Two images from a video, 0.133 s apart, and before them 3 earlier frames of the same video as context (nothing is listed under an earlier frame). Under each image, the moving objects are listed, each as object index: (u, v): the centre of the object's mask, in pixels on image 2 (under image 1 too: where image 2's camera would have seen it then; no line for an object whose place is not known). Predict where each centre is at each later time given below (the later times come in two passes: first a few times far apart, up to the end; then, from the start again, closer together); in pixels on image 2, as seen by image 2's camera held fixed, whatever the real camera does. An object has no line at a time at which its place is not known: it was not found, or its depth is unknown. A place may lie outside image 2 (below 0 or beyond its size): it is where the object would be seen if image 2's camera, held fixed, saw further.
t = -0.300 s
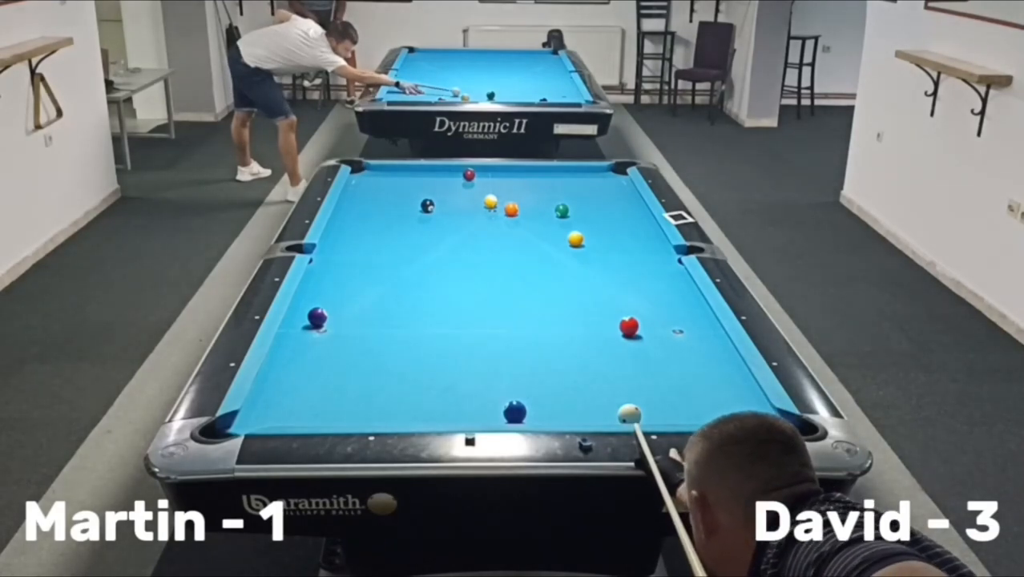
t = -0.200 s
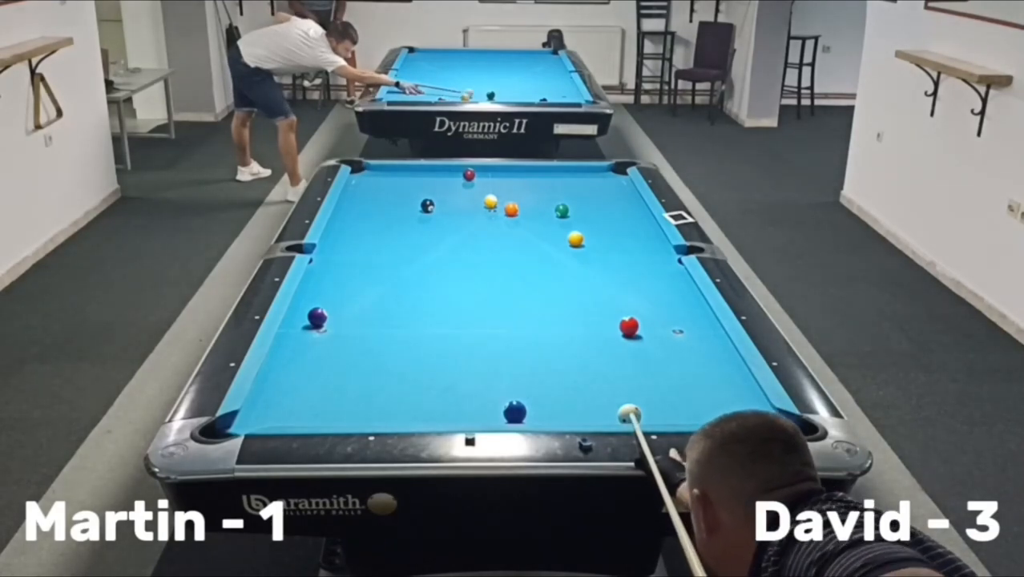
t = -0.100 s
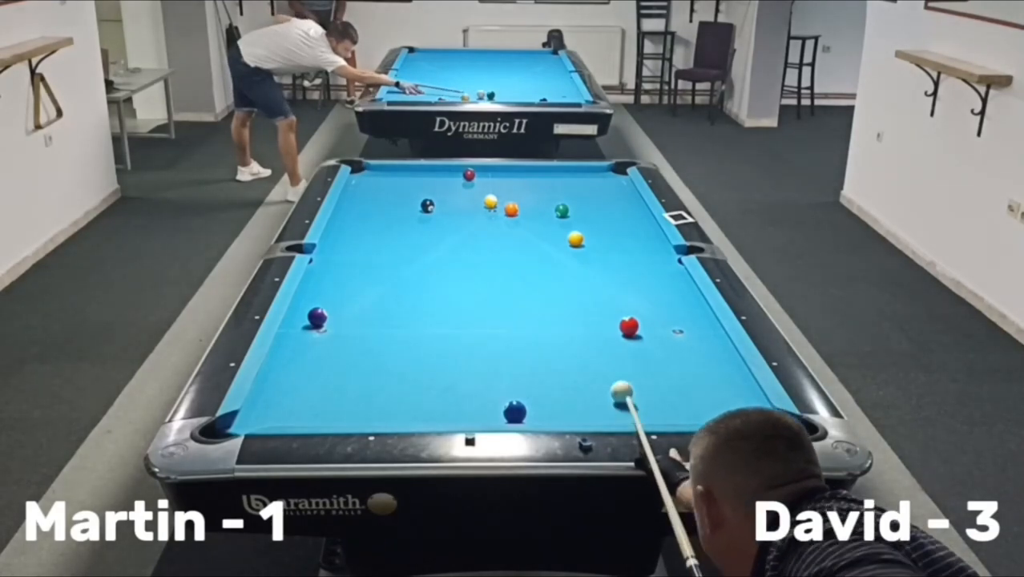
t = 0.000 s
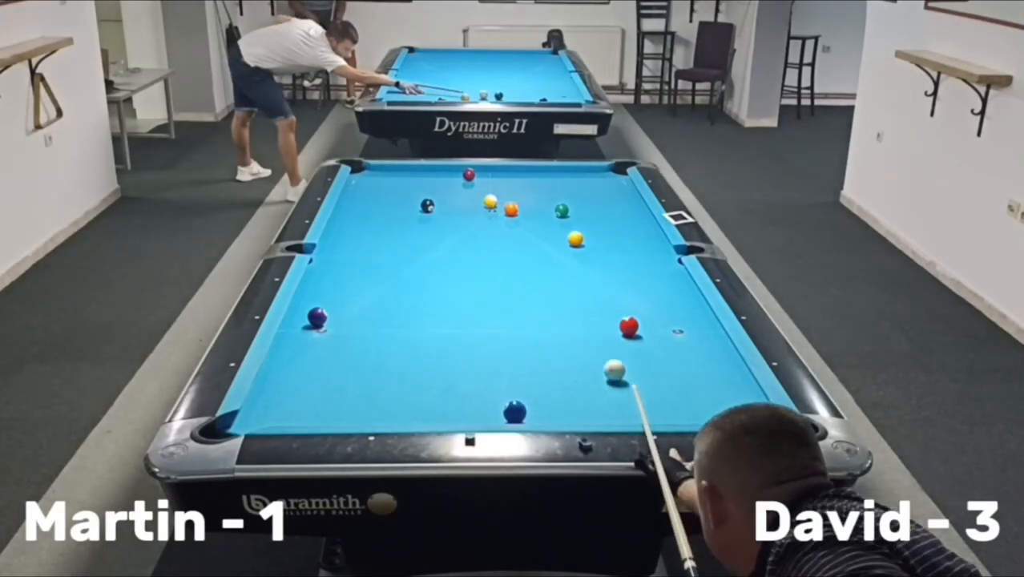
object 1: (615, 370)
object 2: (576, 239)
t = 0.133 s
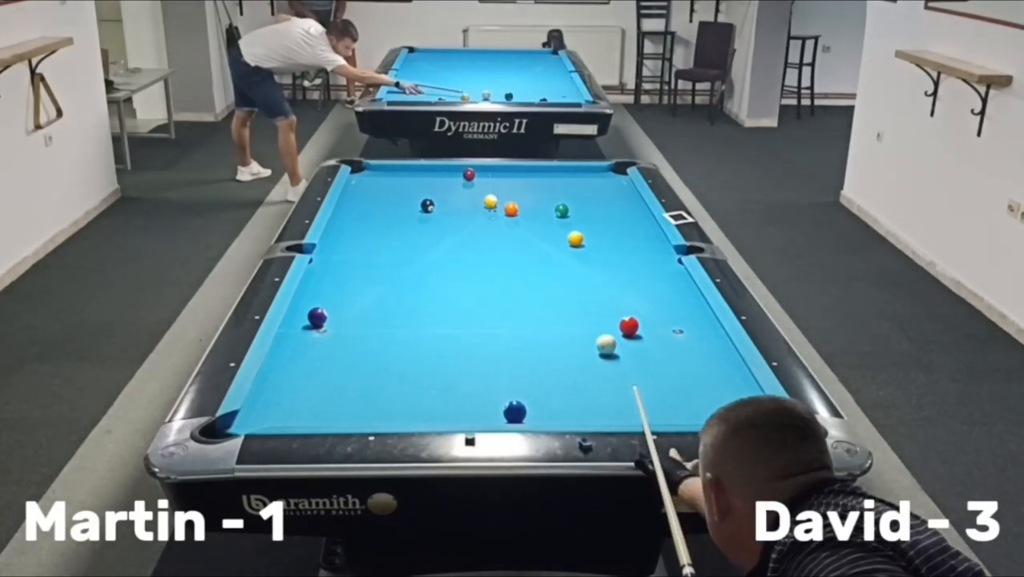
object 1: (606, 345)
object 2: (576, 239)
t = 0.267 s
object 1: (599, 322)
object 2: (576, 239)
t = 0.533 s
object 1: (586, 283)
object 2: (576, 239)
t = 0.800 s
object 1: (575, 252)
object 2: (576, 238)
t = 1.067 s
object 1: (558, 239)
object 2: (583, 228)
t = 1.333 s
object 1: (540, 232)
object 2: (591, 215)
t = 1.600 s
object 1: (522, 226)
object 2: (598, 203)
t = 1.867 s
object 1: (506, 220)
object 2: (604, 193)
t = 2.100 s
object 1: (493, 215)
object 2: (609, 185)
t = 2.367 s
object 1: (480, 211)
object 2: (614, 177)
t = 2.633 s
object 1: (468, 206)
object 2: (617, 169)
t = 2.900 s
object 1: (458, 203)
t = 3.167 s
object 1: (448, 200)
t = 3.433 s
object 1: (440, 197)
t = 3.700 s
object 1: (433, 194)
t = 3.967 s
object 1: (426, 192)
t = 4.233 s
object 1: (421, 190)
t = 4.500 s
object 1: (417, 189)
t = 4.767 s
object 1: (414, 188)
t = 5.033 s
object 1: (412, 187)
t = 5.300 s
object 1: (411, 186)
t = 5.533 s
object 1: (408, 186)
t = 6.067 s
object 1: (410, 186)
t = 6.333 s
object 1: (410, 186)
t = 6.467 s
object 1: (410, 186)
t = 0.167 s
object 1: (604, 339)
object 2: (576, 239)
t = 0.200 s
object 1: (602, 333)
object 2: (576, 239)
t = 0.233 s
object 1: (601, 327)
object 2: (576, 239)
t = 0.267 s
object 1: (599, 322)
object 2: (576, 239)
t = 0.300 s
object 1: (597, 317)
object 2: (576, 239)
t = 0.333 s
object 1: (595, 311)
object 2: (576, 239)
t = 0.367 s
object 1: (594, 306)
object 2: (576, 239)
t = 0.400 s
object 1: (592, 302)
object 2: (576, 239)
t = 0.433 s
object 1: (590, 297)
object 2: (576, 239)
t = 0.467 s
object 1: (589, 292)
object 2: (576, 239)
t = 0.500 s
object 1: (587, 288)
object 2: (576, 239)
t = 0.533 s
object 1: (586, 283)
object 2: (576, 239)
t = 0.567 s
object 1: (585, 279)
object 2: (576, 239)
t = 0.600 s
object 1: (583, 275)
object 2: (576, 239)
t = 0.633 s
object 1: (582, 271)
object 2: (576, 239)
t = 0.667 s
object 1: (580, 267)
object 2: (576, 239)
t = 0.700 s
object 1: (579, 263)
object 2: (576, 239)
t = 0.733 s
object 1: (578, 259)
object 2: (576, 239)
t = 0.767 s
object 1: (577, 256)
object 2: (576, 239)
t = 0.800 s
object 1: (575, 252)
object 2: (576, 238)
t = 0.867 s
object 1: (573, 245)
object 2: (577, 236)
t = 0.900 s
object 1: (571, 243)
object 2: (578, 236)
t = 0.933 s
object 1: (568, 243)
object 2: (579, 235)
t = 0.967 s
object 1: (566, 242)
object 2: (579, 233)
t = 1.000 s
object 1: (563, 241)
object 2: (581, 231)
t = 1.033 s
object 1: (561, 240)
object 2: (582, 229)
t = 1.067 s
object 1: (558, 239)
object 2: (583, 228)
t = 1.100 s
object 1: (556, 238)
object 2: (584, 226)
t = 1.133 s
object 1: (553, 237)
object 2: (585, 224)
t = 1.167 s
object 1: (551, 236)
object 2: (585, 222)
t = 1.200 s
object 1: (549, 235)
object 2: (587, 221)
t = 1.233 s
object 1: (546, 235)
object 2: (588, 219)
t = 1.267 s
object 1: (544, 234)
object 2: (589, 218)
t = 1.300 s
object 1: (542, 233)
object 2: (590, 216)
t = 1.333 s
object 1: (540, 232)
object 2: (591, 215)
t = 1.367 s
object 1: (537, 231)
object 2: (592, 213)
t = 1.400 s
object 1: (535, 230)
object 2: (592, 212)
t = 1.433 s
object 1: (533, 230)
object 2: (593, 210)
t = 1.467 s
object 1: (531, 229)
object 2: (594, 209)
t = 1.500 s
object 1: (529, 228)
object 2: (595, 207)
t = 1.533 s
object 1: (527, 227)
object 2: (596, 206)
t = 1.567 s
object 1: (524, 226)
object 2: (597, 205)
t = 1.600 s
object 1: (522, 226)
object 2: (598, 203)
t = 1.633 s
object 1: (520, 225)
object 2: (598, 202)
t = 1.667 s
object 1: (518, 224)
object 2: (599, 200)
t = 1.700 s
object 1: (516, 224)
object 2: (600, 199)
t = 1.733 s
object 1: (514, 222)
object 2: (601, 198)
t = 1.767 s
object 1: (512, 222)
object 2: (602, 197)
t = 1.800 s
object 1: (510, 221)
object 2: (602, 196)
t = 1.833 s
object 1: (508, 221)
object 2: (603, 194)
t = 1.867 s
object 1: (506, 220)
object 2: (604, 193)
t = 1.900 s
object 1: (504, 219)
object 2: (605, 192)
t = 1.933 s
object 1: (502, 219)
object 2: (605, 191)
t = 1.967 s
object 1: (501, 218)
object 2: (606, 190)
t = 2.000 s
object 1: (499, 218)
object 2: (607, 188)
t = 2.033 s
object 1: (497, 216)
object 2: (607, 187)
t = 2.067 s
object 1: (495, 216)
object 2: (608, 186)
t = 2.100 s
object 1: (493, 215)
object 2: (609, 185)
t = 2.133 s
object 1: (491, 214)
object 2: (609, 184)
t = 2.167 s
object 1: (490, 214)
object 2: (610, 183)
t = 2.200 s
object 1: (488, 214)
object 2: (610, 182)
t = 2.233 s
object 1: (487, 213)
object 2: (611, 181)
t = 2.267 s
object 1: (485, 212)
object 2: (612, 180)
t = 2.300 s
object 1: (483, 212)
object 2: (612, 179)
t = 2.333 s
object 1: (482, 211)
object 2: (613, 178)
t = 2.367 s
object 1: (480, 211)
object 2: (614, 177)
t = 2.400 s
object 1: (479, 210)
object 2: (614, 176)
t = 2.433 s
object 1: (477, 209)
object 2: (615, 175)
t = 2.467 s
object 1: (475, 209)
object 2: (615, 174)
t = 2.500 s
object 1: (474, 209)
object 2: (615, 173)
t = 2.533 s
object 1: (472, 208)
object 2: (616, 172)
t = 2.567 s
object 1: (471, 208)
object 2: (616, 171)
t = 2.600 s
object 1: (470, 207)
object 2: (617, 170)
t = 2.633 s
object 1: (468, 206)
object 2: (617, 169)
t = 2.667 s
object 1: (467, 206)
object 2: (618, 169)
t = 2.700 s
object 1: (465, 206)
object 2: (618, 168)
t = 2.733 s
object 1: (464, 205)
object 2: (619, 168)
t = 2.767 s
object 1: (463, 205)
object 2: (620, 170)
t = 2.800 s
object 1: (461, 204)
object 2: (622, 173)
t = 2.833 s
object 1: (460, 204)
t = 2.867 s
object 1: (459, 203)
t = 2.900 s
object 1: (458, 203)
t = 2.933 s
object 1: (456, 203)
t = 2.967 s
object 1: (455, 202)
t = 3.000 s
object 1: (454, 202)
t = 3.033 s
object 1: (453, 201)
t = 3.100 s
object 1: (450, 201)
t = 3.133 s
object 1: (449, 200)
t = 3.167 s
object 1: (448, 200)
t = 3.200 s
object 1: (447, 199)
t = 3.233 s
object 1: (446, 199)
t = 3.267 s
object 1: (445, 198)
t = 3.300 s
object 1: (444, 198)
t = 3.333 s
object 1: (443, 198)
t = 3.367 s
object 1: (442, 197)
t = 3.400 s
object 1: (441, 197)
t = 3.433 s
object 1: (440, 197)
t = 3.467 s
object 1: (439, 197)
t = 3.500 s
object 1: (439, 196)
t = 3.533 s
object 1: (437, 196)
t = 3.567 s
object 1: (436, 195)
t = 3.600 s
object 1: (436, 195)
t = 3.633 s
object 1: (434, 195)
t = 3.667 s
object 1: (434, 194)
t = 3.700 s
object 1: (433, 194)
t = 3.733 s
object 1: (432, 194)
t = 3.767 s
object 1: (431, 193)
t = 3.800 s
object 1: (430, 193)
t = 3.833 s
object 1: (430, 193)
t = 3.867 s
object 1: (429, 193)
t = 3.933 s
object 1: (427, 192)
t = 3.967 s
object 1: (426, 192)
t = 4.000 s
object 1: (426, 192)
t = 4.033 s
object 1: (425, 192)
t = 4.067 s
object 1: (425, 192)
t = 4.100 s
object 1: (424, 191)
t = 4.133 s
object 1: (423, 191)
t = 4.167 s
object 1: (423, 191)
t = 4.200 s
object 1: (422, 191)
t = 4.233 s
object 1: (421, 190)
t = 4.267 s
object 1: (421, 190)
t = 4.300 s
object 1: (420, 190)
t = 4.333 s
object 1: (420, 190)
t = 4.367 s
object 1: (420, 190)
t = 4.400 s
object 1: (419, 190)
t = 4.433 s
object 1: (418, 189)
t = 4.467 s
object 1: (418, 189)
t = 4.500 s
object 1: (417, 189)
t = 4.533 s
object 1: (417, 189)
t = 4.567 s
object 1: (417, 189)
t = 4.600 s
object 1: (416, 189)
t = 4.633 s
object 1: (415, 188)
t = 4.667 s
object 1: (415, 188)
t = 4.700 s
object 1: (415, 188)
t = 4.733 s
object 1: (414, 188)
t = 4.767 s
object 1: (414, 188)
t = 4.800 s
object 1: (414, 188)
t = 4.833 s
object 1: (414, 188)
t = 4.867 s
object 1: (413, 187)
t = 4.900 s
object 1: (413, 187)
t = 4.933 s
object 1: (413, 187)
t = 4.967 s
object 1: (412, 187)
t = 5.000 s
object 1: (412, 187)
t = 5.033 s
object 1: (412, 187)
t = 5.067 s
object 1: (412, 187)
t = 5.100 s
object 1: (412, 187)
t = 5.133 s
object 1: (411, 187)
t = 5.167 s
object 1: (411, 187)
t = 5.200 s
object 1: (411, 186)
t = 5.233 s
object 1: (411, 186)
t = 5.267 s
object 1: (411, 186)
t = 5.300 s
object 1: (411, 186)
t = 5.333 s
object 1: (411, 186)
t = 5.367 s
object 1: (410, 186)
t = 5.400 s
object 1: (410, 186)
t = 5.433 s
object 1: (410, 186)
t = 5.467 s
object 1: (410, 186)
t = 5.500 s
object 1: (410, 186)
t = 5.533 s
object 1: (408, 186)
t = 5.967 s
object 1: (410, 186)
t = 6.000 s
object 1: (410, 186)
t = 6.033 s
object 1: (410, 186)
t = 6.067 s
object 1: (410, 186)
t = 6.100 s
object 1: (410, 186)
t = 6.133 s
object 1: (410, 186)
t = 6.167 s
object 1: (410, 186)
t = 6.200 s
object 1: (410, 186)
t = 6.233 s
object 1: (410, 186)
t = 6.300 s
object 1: (410, 186)
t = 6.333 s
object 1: (410, 186)
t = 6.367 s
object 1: (410, 186)
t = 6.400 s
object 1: (410, 186)
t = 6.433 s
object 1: (410, 186)
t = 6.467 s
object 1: (410, 186)
